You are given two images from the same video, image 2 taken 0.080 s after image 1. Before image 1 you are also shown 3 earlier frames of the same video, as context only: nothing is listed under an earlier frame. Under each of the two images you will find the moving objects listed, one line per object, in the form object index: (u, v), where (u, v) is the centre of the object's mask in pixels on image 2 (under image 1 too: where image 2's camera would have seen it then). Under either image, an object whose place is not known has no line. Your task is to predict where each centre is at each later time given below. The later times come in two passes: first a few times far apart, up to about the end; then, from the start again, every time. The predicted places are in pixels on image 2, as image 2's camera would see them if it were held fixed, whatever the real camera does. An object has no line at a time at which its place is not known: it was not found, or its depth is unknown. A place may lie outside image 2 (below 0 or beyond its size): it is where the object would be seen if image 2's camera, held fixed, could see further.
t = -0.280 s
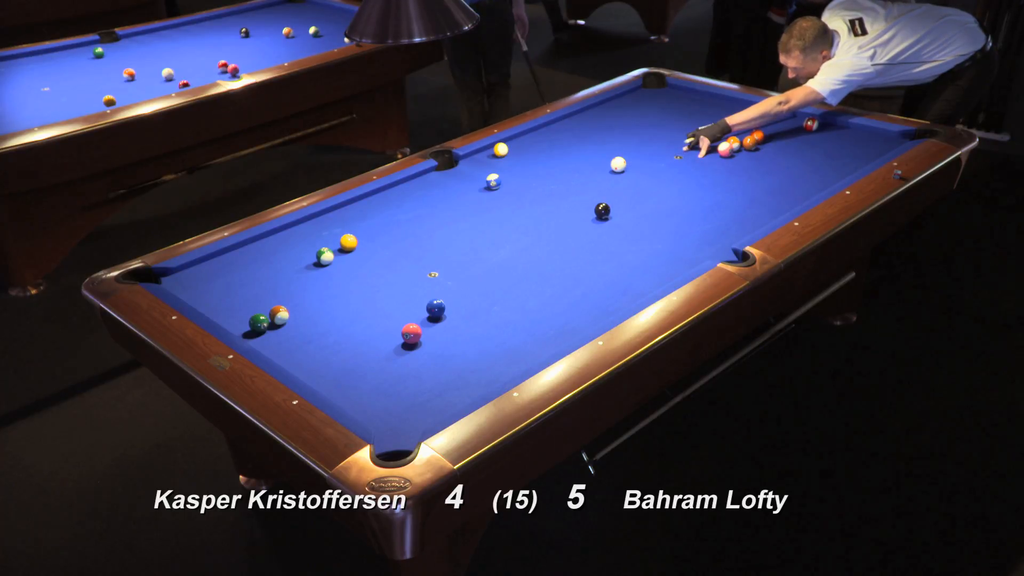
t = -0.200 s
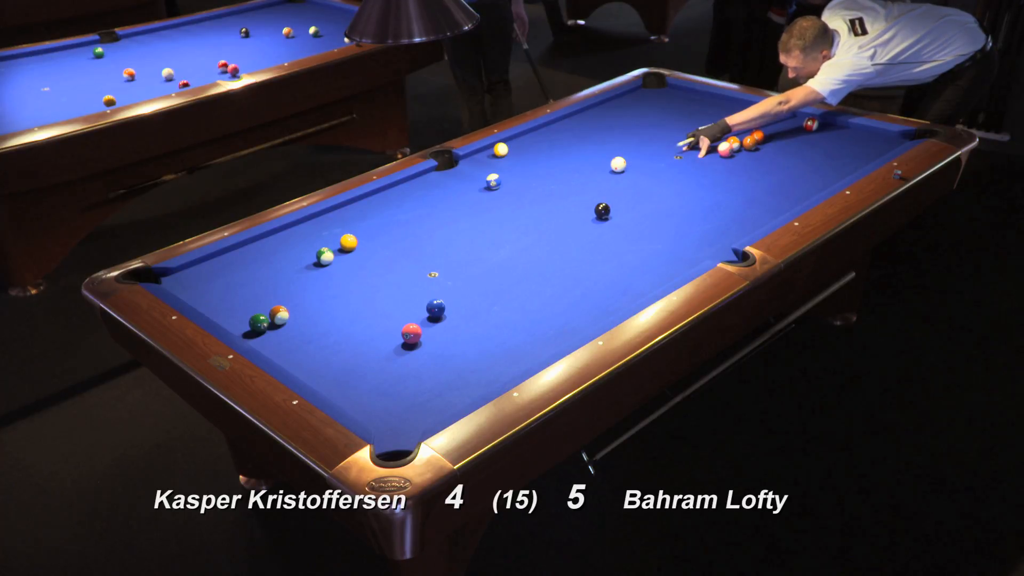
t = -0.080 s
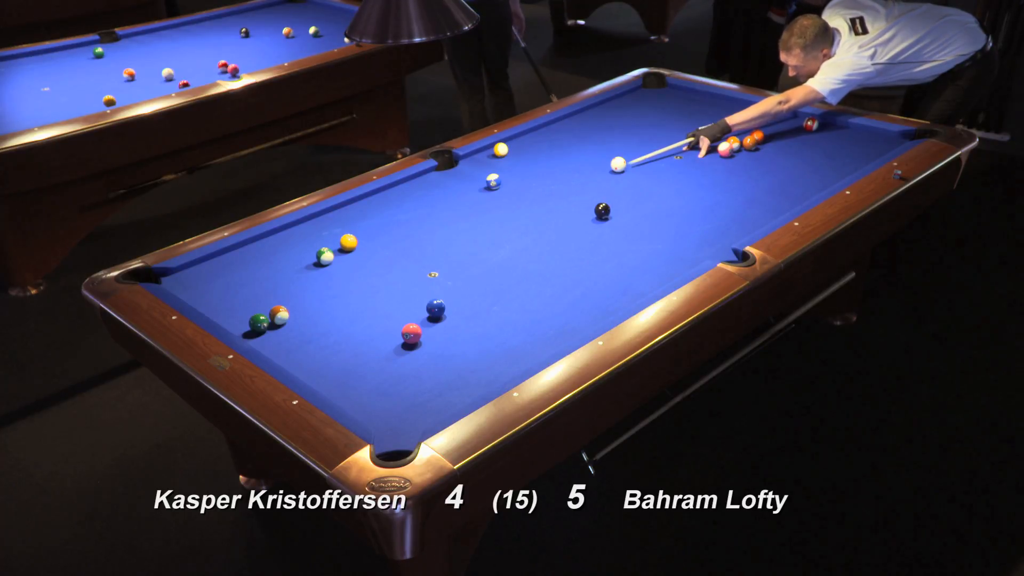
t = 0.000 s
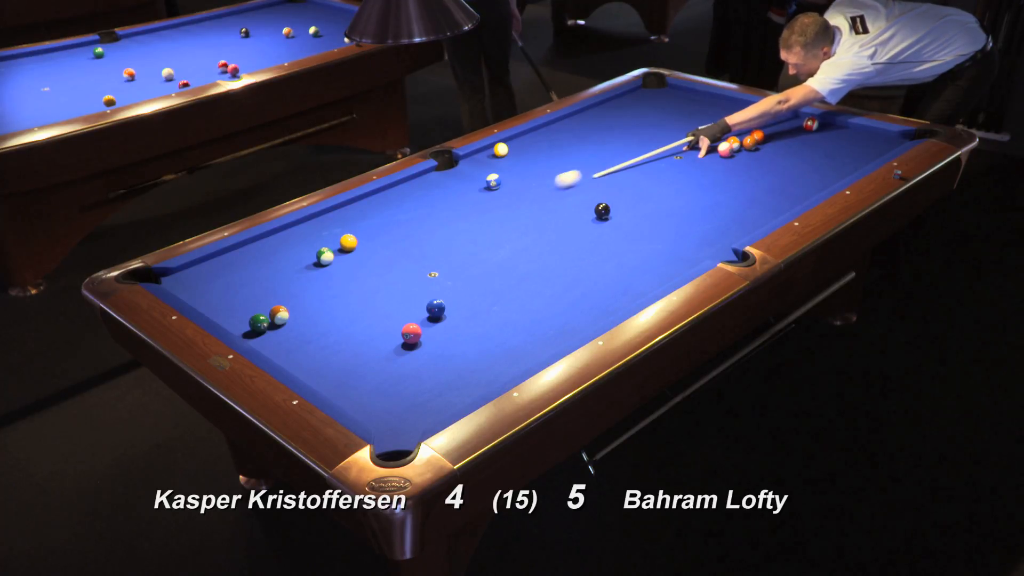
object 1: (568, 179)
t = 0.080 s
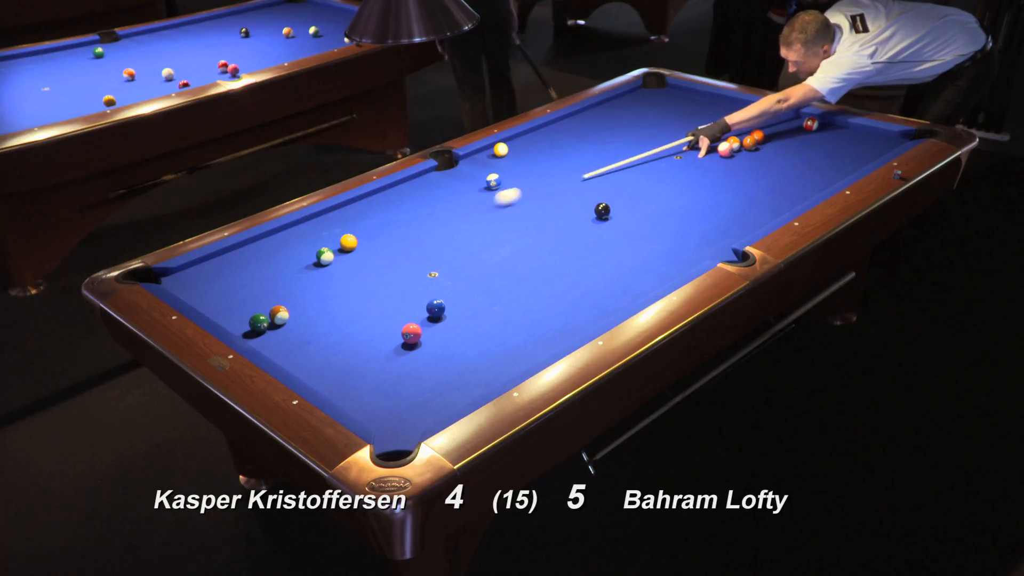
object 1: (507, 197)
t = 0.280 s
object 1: (365, 240)
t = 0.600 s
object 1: (382, 253)
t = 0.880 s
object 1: (400, 262)
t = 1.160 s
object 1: (417, 269)
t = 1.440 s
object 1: (433, 277)
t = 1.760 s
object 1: (451, 285)
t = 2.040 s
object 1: (464, 292)
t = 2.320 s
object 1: (477, 299)
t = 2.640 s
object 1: (490, 305)
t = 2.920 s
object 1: (500, 310)
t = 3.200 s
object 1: (508, 314)
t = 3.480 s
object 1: (516, 318)
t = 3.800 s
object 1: (522, 320)
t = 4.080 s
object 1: (526, 322)
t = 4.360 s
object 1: (528, 324)
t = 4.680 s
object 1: (529, 324)
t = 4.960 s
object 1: (529, 324)
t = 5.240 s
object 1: (529, 324)
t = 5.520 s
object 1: (529, 324)
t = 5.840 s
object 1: (529, 324)
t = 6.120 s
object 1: (529, 324)
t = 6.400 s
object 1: (529, 324)
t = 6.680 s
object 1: (529, 324)
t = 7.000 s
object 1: (529, 324)
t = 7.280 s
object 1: (529, 324)
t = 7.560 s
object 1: (529, 324)
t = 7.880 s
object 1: (529, 324)
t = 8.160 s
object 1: (529, 325)
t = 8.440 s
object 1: (529, 325)
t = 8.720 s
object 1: (529, 325)
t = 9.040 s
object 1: (529, 325)
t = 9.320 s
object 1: (529, 325)
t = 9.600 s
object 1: (529, 325)
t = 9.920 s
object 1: (529, 325)
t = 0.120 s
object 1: (477, 206)
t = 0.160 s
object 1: (447, 215)
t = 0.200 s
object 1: (417, 224)
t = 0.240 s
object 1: (386, 233)
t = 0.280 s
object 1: (365, 240)
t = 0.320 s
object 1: (366, 243)
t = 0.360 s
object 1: (367, 245)
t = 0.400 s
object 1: (369, 247)
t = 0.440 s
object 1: (372, 248)
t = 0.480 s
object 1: (374, 250)
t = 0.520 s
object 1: (377, 251)
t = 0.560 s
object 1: (380, 252)
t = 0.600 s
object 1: (382, 253)
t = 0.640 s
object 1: (385, 255)
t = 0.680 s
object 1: (387, 256)
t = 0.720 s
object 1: (390, 257)
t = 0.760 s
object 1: (392, 258)
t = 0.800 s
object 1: (395, 260)
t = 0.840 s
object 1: (397, 261)
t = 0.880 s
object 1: (400, 262)
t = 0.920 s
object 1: (403, 263)
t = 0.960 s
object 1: (405, 264)
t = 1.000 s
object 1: (407, 265)
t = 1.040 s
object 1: (410, 266)
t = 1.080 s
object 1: (412, 267)
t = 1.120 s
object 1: (415, 268)
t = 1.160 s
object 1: (417, 269)
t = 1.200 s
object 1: (420, 270)
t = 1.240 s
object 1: (422, 271)
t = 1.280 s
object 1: (424, 273)
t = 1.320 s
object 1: (427, 274)
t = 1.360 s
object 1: (429, 275)
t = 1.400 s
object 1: (431, 276)
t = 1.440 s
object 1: (433, 277)
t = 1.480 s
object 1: (436, 278)
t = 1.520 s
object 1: (438, 279)
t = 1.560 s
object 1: (440, 280)
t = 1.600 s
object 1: (442, 281)
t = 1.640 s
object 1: (444, 282)
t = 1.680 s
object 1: (447, 283)
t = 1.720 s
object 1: (448, 284)
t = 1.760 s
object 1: (451, 285)
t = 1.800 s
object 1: (453, 286)
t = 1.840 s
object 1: (455, 287)
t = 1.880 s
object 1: (457, 288)
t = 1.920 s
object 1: (459, 289)
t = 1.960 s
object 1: (461, 290)
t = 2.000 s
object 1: (463, 291)
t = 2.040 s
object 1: (464, 292)
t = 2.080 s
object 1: (466, 293)
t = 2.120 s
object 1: (468, 294)
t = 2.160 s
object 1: (470, 295)
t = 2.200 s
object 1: (472, 296)
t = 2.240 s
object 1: (474, 297)
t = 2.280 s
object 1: (475, 298)
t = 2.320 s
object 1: (477, 299)
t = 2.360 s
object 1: (479, 300)
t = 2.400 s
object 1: (480, 301)
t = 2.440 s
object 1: (482, 301)
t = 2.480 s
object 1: (484, 302)
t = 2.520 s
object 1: (485, 303)
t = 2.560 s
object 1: (487, 304)
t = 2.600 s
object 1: (488, 305)
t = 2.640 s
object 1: (490, 305)
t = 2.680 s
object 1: (492, 306)
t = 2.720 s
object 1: (493, 307)
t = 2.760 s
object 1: (494, 307)
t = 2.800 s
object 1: (496, 308)
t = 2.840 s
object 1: (497, 309)
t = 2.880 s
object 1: (499, 310)
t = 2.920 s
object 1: (500, 310)
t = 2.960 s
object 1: (501, 311)
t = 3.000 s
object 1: (503, 311)
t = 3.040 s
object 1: (504, 312)
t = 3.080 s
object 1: (505, 313)
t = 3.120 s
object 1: (506, 313)
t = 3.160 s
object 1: (507, 314)
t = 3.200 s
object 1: (508, 314)
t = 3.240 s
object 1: (509, 314)
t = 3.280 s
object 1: (511, 315)
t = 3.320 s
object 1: (512, 316)
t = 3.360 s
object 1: (513, 317)
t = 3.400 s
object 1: (514, 317)
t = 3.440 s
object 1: (515, 317)
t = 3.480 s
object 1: (516, 318)
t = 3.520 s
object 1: (517, 318)
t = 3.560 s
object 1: (518, 319)
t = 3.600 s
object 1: (518, 319)
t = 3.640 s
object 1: (519, 319)
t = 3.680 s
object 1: (520, 319)
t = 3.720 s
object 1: (521, 320)
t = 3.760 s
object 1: (521, 320)
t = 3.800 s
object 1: (522, 320)
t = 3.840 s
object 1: (523, 321)
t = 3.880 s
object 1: (523, 321)
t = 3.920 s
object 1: (524, 321)
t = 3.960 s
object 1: (524, 322)
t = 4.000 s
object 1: (525, 322)
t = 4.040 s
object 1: (525, 322)
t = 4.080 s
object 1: (526, 322)
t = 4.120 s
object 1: (526, 323)
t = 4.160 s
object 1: (526, 323)
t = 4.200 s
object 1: (527, 323)
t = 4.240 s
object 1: (527, 323)
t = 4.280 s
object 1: (528, 323)
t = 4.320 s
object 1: (528, 324)
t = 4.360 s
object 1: (528, 324)
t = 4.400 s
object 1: (528, 324)
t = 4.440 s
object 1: (528, 324)
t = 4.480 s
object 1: (529, 324)
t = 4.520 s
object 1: (529, 324)
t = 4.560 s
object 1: (529, 324)
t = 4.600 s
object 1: (529, 324)
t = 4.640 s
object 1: (529, 324)
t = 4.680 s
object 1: (529, 324)
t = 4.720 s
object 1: (529, 324)
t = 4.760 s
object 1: (529, 324)
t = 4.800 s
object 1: (529, 324)
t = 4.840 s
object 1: (529, 324)
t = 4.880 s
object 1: (529, 324)
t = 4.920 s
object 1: (529, 324)
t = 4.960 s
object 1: (529, 324)
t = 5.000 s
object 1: (529, 324)
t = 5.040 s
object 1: (529, 324)
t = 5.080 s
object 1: (529, 324)
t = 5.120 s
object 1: (529, 324)
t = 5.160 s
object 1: (529, 324)
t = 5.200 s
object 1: (529, 324)
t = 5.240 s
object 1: (529, 324)
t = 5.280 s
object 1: (529, 324)
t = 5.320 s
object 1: (529, 324)
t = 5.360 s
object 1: (529, 324)
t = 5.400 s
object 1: (529, 324)
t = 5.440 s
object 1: (529, 324)
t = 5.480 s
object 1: (529, 324)
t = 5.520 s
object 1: (529, 324)
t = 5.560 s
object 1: (529, 324)
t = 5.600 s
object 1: (529, 324)
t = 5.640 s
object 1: (529, 324)
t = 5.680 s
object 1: (529, 324)
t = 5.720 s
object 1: (529, 324)
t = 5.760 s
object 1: (529, 324)
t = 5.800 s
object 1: (529, 324)
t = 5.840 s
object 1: (529, 324)
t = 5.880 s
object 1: (529, 324)
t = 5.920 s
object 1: (529, 324)
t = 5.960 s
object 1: (529, 324)
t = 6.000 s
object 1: (529, 324)
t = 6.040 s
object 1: (529, 324)
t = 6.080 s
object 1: (529, 324)
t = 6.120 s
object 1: (529, 324)
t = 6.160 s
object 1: (529, 324)
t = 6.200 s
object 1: (529, 324)
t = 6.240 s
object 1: (529, 324)
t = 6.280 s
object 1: (529, 324)
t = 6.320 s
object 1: (529, 324)
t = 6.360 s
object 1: (529, 324)
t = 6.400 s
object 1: (529, 324)
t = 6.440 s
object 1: (529, 324)
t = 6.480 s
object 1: (529, 324)
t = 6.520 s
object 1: (529, 324)
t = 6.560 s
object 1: (529, 325)
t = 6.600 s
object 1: (529, 325)
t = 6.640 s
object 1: (529, 324)
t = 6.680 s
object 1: (529, 324)
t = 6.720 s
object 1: (529, 324)
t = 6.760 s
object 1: (529, 324)
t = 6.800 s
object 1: (529, 324)
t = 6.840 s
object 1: (529, 324)
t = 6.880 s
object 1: (529, 324)
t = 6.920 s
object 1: (529, 324)
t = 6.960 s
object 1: (529, 324)
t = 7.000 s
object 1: (529, 324)
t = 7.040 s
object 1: (529, 324)
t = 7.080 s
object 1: (529, 324)
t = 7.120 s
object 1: (529, 324)
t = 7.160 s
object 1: (529, 324)
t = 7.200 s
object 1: (529, 324)
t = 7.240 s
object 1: (529, 324)
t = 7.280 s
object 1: (529, 324)
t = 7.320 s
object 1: (529, 324)
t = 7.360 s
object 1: (529, 324)
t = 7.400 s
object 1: (529, 324)
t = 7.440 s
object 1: (529, 324)
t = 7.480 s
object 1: (529, 324)
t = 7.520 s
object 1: (529, 324)
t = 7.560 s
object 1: (529, 324)
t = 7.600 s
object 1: (529, 324)
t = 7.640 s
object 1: (529, 324)
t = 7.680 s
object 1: (529, 324)
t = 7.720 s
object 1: (529, 324)
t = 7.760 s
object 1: (529, 325)
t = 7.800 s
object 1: (529, 324)
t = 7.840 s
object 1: (529, 324)
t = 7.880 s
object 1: (529, 324)
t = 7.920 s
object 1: (529, 325)
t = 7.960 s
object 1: (529, 325)
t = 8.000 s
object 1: (529, 325)
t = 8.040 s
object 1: (529, 325)
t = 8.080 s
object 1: (529, 325)
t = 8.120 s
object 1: (529, 325)
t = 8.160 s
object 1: (529, 325)
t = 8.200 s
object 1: (529, 325)
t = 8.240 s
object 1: (529, 325)
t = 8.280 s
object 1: (529, 325)
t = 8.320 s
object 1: (529, 325)
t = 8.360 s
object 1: (529, 325)
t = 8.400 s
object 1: (529, 325)
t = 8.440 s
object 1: (529, 325)
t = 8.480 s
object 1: (529, 325)
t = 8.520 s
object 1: (529, 325)
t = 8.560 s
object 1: (529, 325)
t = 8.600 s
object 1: (529, 325)
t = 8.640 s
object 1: (529, 325)
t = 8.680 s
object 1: (529, 325)
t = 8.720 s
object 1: (529, 325)
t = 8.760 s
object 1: (529, 325)
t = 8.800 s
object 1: (529, 325)
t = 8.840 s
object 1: (529, 325)
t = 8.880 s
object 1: (529, 325)
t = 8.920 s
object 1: (529, 325)
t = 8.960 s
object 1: (529, 325)
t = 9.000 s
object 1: (529, 325)
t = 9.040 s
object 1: (529, 325)
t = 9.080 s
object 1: (529, 325)
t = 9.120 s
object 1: (529, 325)
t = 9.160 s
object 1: (529, 325)
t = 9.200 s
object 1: (529, 325)
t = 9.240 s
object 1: (529, 325)
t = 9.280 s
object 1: (529, 325)
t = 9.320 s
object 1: (529, 325)
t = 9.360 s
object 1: (529, 325)
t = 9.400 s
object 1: (529, 325)
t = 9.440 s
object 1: (529, 325)
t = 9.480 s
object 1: (529, 325)
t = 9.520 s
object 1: (529, 325)
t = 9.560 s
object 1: (529, 325)
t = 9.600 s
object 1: (529, 325)
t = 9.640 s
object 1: (529, 325)
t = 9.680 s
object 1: (529, 325)
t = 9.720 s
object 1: (529, 325)
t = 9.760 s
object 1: (529, 325)
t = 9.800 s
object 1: (529, 325)
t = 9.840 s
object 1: (529, 325)
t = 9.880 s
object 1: (529, 325)
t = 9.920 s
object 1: (529, 325)
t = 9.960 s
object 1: (529, 325)
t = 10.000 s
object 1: (529, 325)
